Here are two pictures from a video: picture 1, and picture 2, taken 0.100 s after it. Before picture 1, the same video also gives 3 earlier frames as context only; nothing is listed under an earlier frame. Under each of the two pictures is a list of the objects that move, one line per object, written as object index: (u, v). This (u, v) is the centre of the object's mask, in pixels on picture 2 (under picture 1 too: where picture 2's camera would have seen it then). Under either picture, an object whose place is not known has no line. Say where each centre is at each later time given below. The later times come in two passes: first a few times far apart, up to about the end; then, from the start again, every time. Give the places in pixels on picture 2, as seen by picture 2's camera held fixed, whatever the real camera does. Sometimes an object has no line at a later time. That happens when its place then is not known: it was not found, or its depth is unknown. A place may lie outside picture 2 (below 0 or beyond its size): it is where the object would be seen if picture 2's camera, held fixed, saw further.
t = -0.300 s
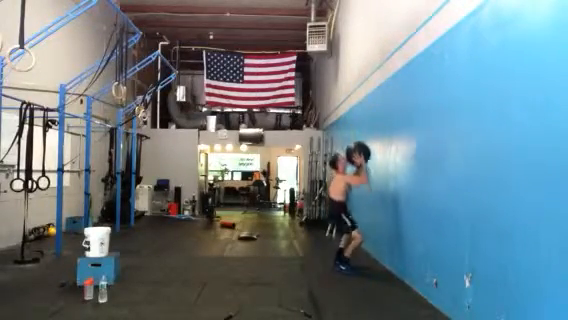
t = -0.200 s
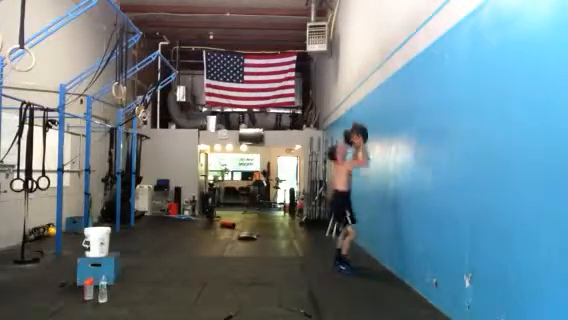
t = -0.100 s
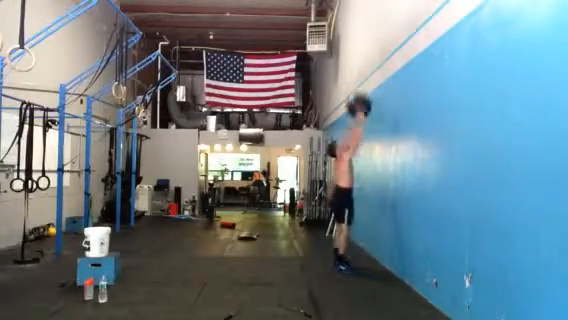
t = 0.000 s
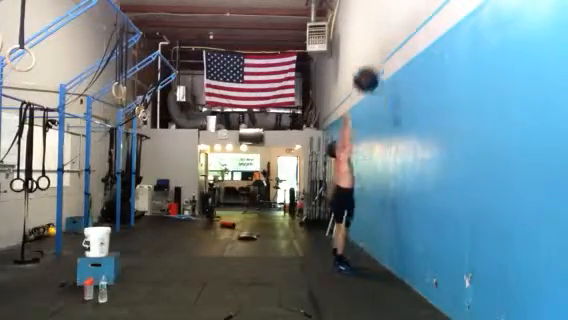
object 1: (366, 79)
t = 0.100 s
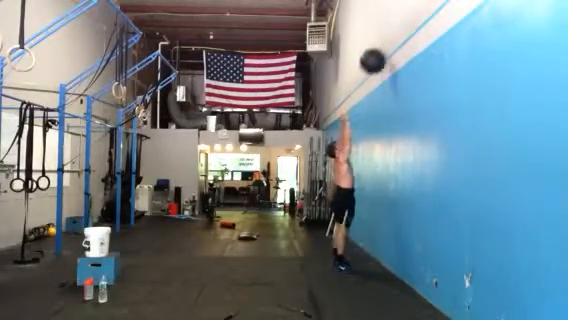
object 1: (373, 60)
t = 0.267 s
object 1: (378, 47)
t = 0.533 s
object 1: (367, 67)
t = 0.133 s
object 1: (375, 56)
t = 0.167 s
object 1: (378, 52)
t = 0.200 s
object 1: (379, 49)
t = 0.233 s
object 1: (380, 48)
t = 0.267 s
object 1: (378, 47)
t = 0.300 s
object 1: (377, 47)
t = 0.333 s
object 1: (375, 48)
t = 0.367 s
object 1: (374, 49)
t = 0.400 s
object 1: (372, 51)
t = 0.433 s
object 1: (371, 54)
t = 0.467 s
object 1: (369, 58)
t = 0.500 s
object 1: (368, 62)
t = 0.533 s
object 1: (367, 67)
